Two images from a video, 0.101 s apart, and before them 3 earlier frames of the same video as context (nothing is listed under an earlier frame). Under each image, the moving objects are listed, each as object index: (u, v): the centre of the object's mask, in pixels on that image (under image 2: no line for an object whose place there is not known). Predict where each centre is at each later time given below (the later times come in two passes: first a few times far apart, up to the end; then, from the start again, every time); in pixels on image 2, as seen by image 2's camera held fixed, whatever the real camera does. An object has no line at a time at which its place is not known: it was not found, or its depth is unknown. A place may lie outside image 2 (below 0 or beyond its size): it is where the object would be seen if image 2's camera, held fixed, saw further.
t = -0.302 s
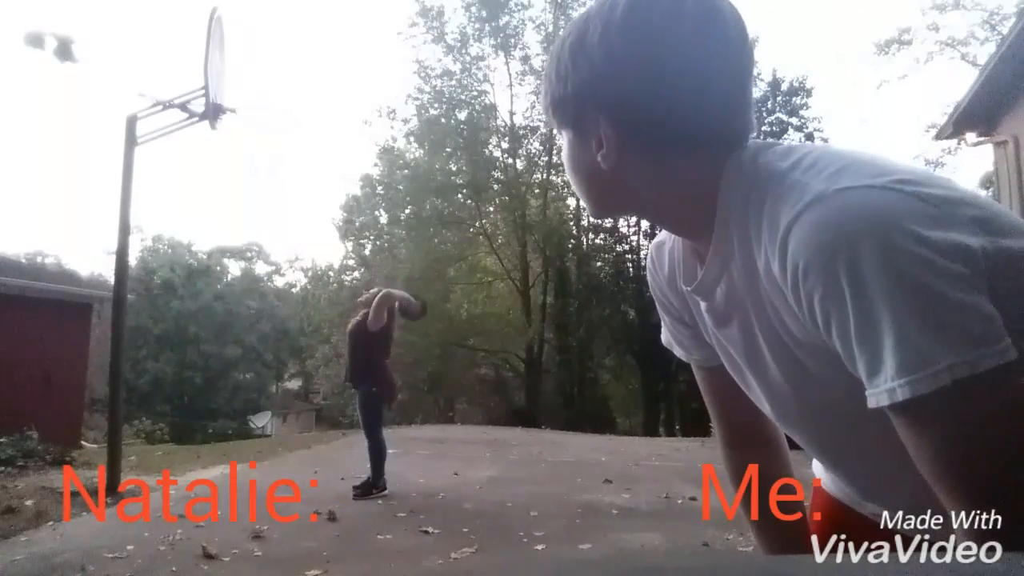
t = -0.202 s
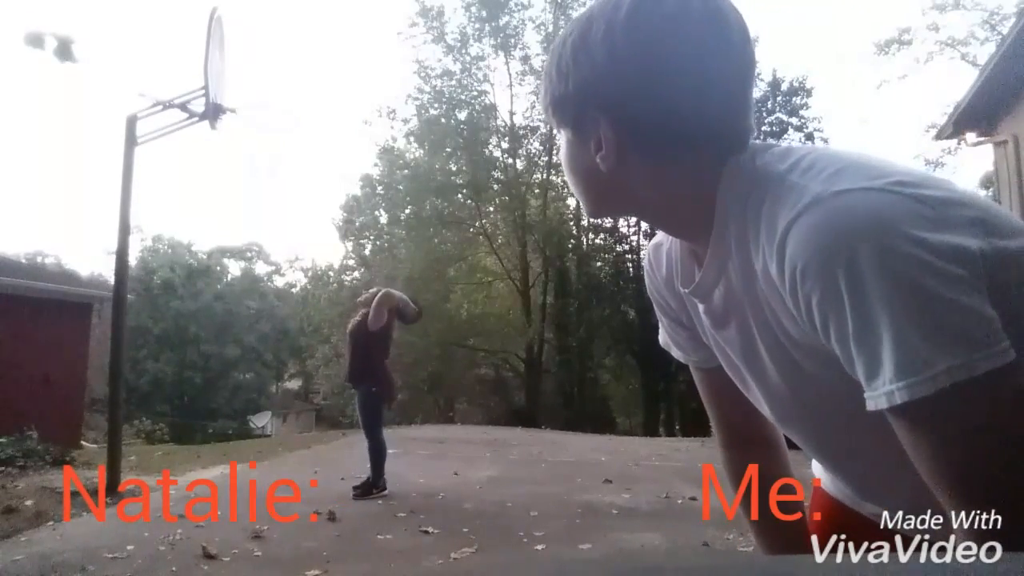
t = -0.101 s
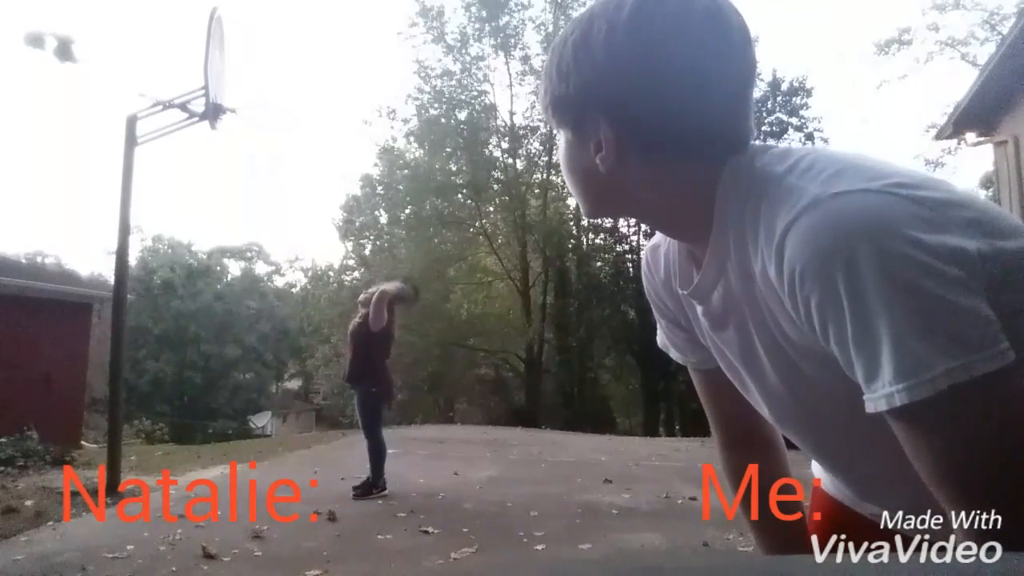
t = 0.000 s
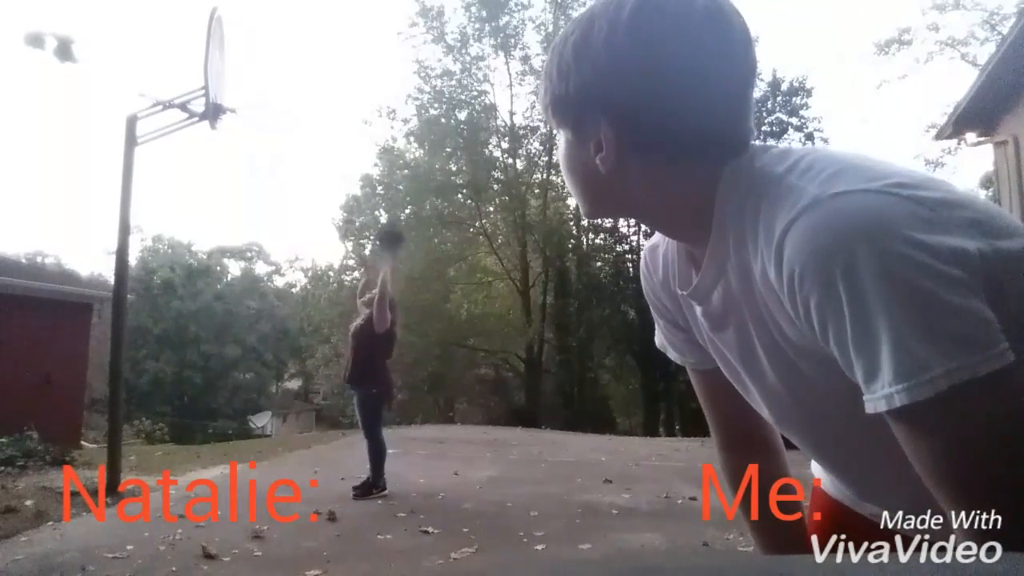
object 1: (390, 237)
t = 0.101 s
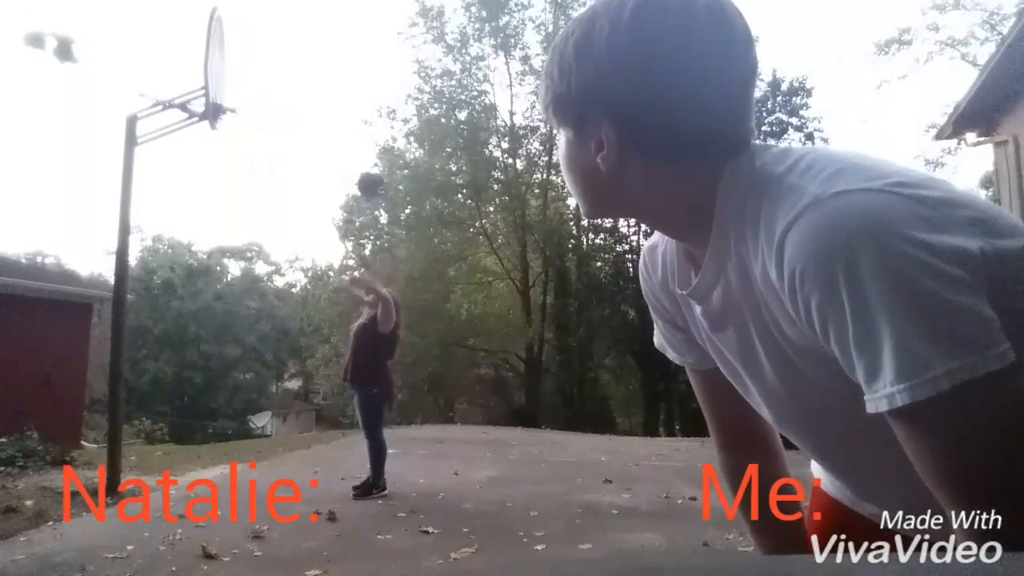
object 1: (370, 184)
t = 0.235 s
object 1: (341, 133)
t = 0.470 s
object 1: (288, 95)
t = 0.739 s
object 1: (254, 108)
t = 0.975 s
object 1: (259, 143)
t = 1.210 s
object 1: (275, 178)
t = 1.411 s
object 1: (286, 244)
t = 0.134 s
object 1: (363, 170)
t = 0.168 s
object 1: (355, 156)
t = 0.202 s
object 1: (349, 144)
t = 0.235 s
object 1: (341, 133)
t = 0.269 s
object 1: (334, 124)
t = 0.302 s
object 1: (326, 116)
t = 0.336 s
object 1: (319, 109)
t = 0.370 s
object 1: (311, 103)
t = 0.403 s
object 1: (304, 99)
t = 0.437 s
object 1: (296, 96)
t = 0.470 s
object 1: (288, 95)
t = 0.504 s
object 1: (280, 95)
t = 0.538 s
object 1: (273, 96)
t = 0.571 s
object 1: (269, 96)
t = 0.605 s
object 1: (265, 98)
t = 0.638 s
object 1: (261, 100)
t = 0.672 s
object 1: (258, 102)
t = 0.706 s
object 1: (256, 105)
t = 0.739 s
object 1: (254, 108)
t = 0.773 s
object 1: (253, 112)
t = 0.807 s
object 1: (252, 116)
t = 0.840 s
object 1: (252, 121)
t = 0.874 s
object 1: (252, 127)
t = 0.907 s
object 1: (254, 132)
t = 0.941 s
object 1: (256, 137)
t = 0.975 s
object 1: (259, 143)
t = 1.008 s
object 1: (261, 149)
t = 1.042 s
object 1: (263, 155)
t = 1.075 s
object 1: (267, 159)
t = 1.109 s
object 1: (269, 162)
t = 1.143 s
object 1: (271, 166)
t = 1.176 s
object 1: (273, 171)
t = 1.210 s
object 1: (275, 178)
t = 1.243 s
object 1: (277, 186)
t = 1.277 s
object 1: (279, 194)
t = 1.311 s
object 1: (281, 205)
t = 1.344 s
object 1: (283, 216)
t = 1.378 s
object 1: (284, 229)
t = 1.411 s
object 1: (286, 244)
